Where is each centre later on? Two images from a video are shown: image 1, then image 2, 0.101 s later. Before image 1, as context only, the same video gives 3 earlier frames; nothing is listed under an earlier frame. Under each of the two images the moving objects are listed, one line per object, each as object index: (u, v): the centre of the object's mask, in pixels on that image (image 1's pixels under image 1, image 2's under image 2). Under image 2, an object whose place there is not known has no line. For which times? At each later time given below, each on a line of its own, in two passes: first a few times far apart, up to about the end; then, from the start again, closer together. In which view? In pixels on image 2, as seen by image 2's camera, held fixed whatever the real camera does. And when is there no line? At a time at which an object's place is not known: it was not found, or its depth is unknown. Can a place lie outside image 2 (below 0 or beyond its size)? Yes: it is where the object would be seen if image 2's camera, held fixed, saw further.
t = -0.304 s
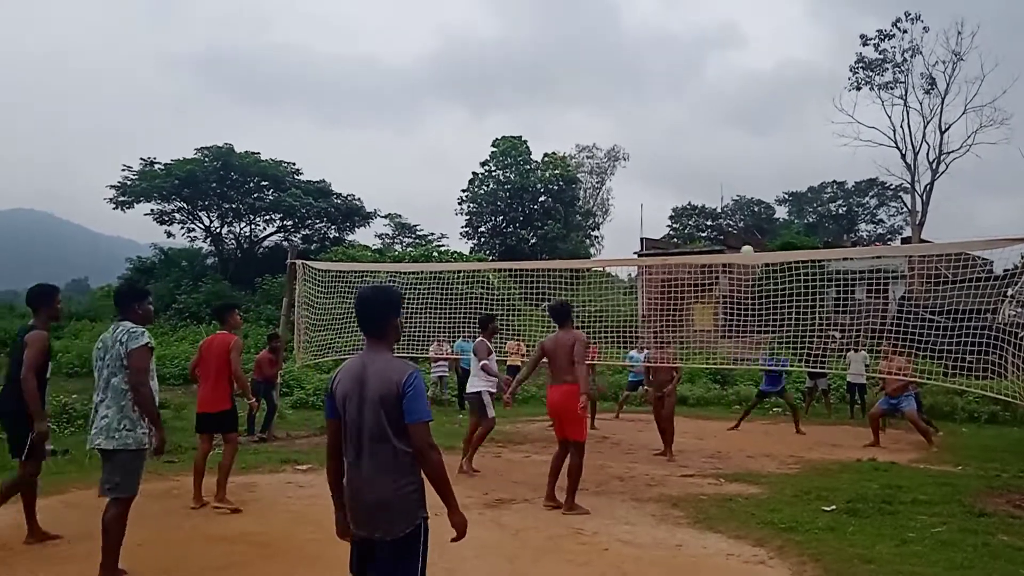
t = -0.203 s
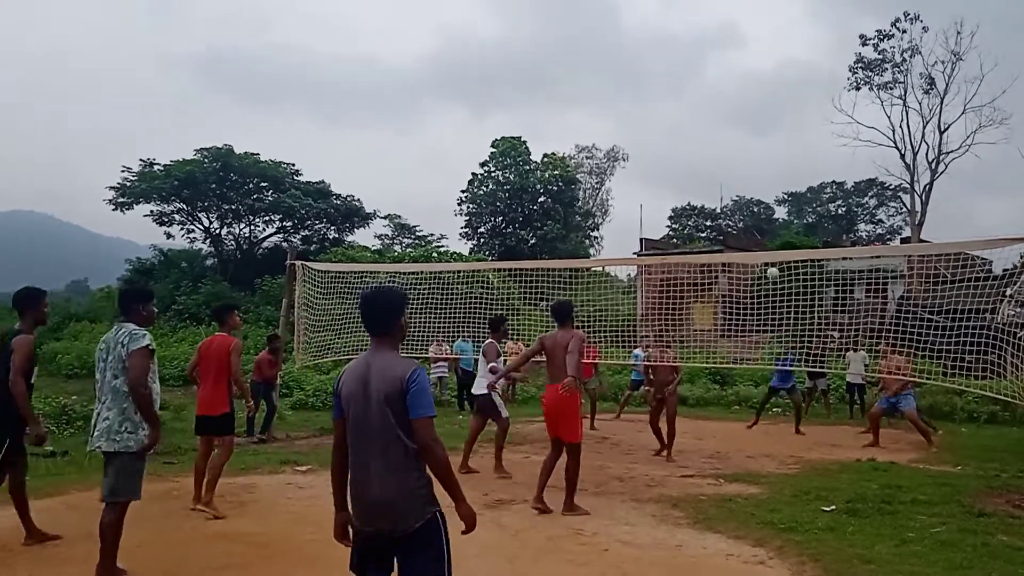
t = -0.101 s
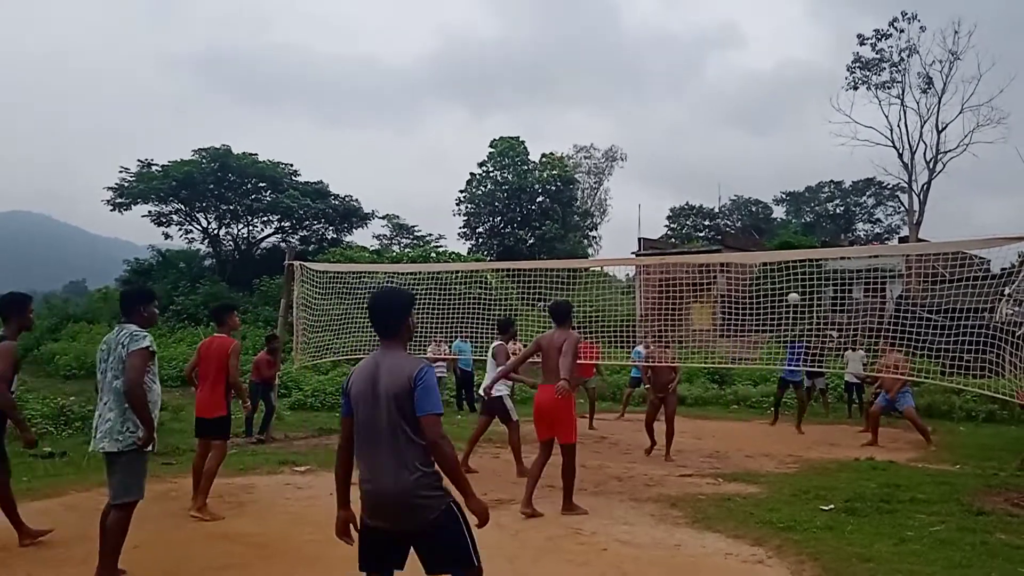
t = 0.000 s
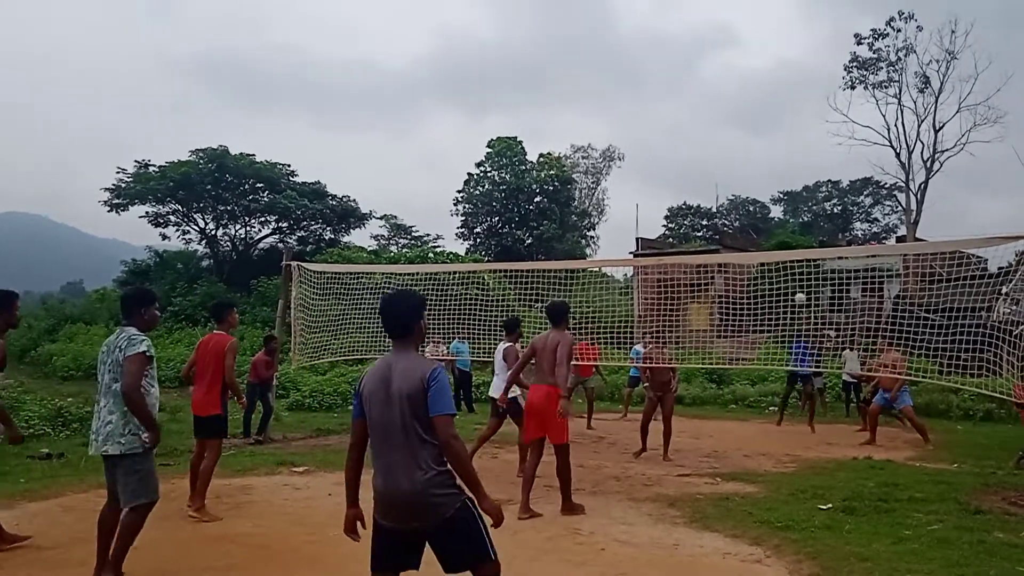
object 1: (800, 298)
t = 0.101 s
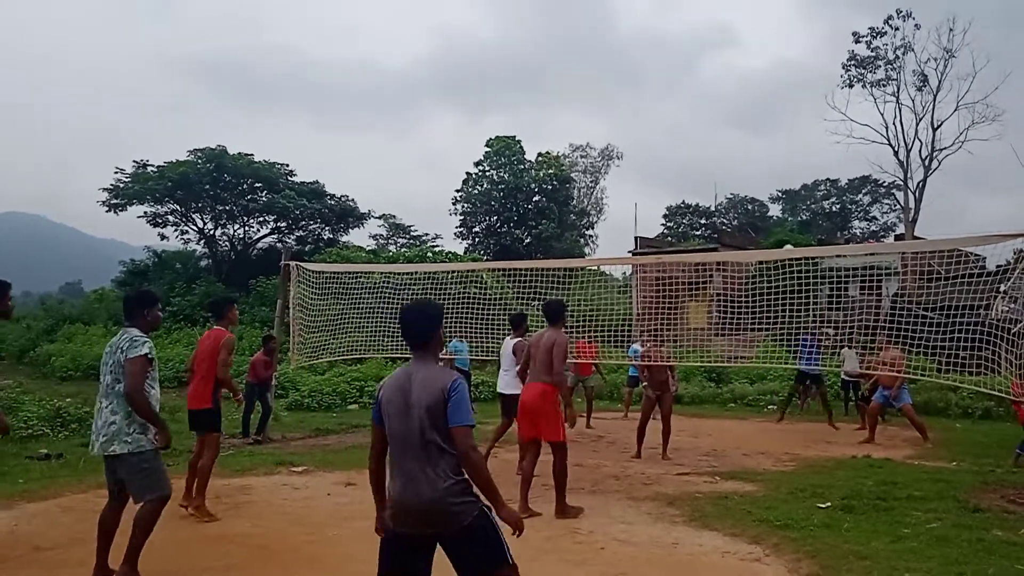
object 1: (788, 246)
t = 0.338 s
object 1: (759, 149)
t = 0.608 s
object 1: (712, 52)
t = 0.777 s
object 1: (674, 6)
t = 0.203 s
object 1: (777, 206)
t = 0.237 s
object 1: (773, 193)
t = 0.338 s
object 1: (759, 149)
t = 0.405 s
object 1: (748, 124)
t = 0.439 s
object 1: (743, 110)
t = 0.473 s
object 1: (738, 98)
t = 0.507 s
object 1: (732, 85)
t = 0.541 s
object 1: (726, 74)
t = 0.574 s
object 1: (719, 63)
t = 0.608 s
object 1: (712, 52)
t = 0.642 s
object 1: (706, 42)
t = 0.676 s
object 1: (698, 32)
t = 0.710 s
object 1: (691, 23)
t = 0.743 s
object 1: (683, 14)
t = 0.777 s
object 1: (674, 6)
